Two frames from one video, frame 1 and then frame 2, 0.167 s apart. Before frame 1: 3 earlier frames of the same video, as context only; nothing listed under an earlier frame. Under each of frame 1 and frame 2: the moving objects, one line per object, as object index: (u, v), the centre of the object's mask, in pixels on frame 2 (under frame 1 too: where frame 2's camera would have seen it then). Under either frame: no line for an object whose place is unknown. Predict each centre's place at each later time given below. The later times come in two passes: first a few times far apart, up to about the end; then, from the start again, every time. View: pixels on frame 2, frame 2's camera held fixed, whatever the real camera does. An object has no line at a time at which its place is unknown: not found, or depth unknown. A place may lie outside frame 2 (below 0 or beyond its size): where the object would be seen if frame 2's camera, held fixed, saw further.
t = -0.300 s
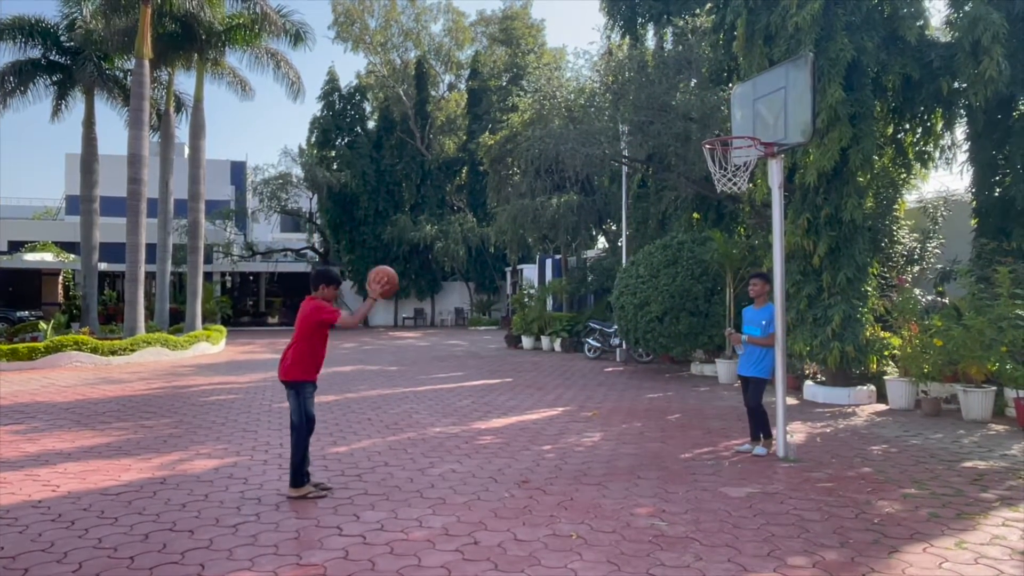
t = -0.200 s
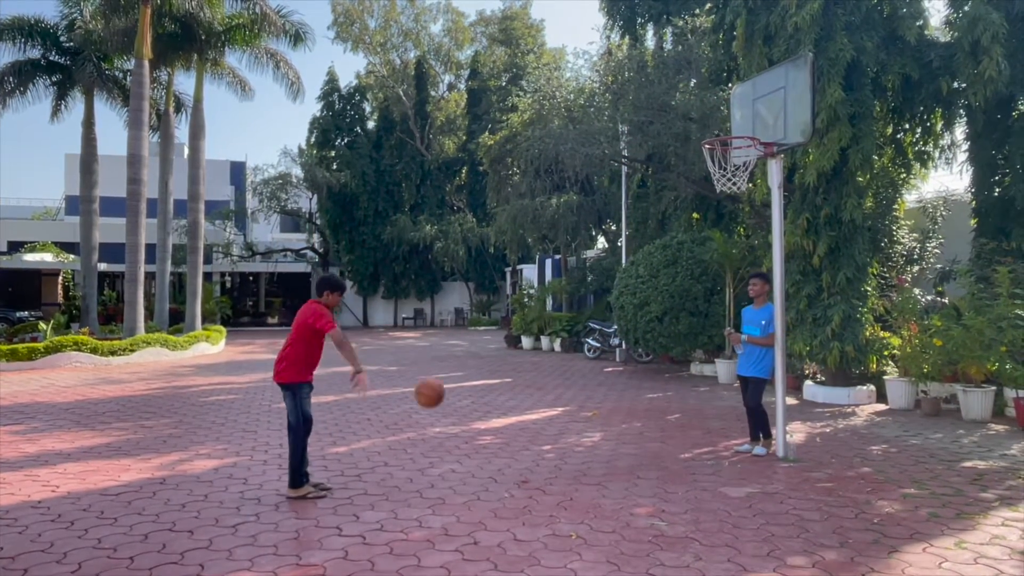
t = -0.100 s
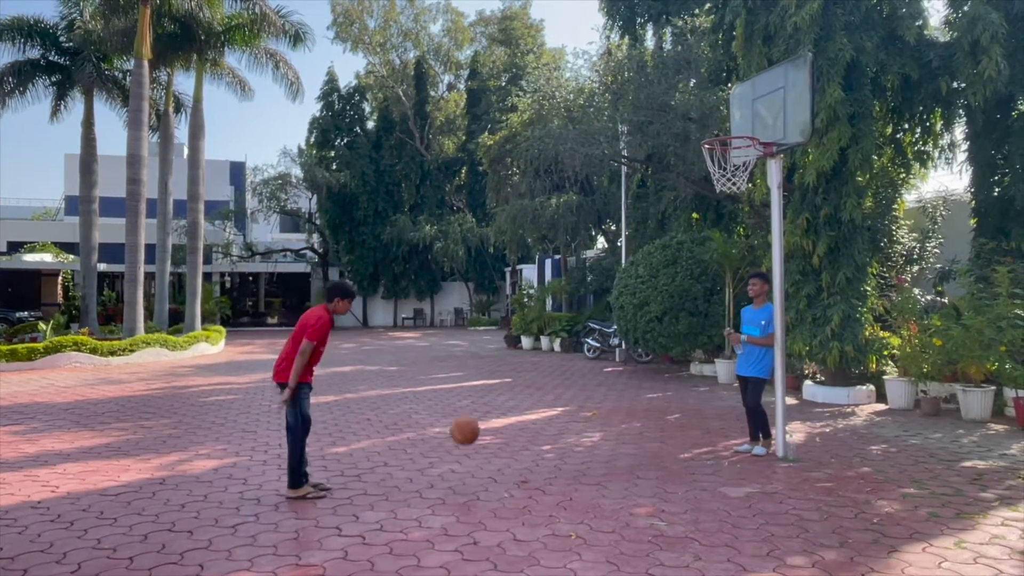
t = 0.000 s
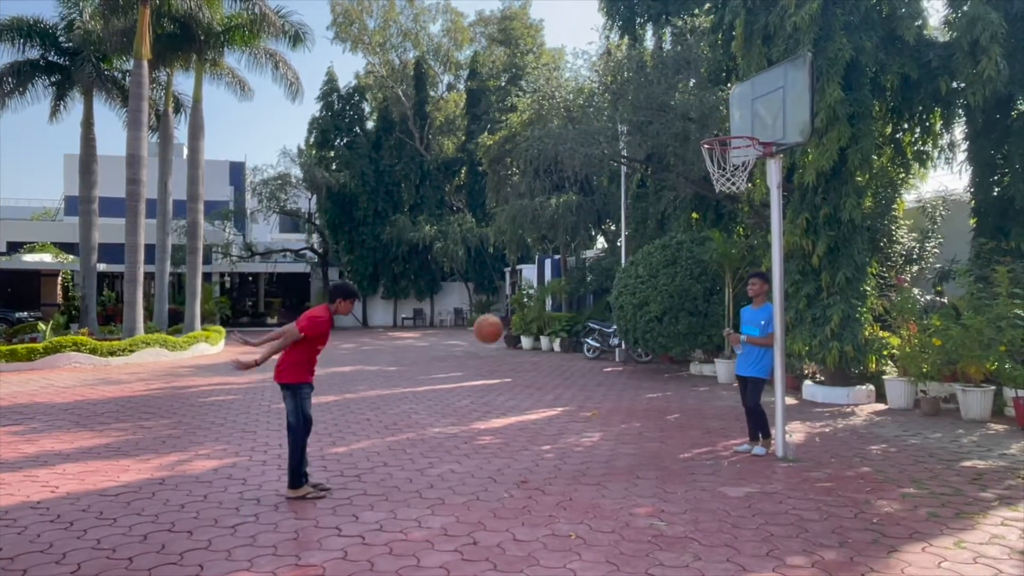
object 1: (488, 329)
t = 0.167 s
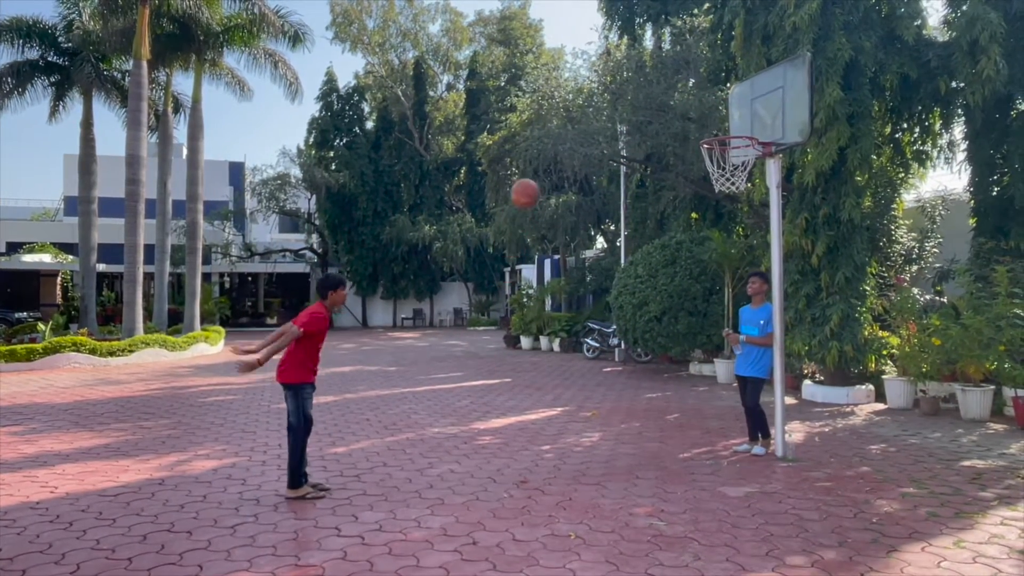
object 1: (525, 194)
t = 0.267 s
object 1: (547, 130)
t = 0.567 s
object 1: (609, 24)
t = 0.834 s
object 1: (661, 24)
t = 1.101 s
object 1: (711, 108)
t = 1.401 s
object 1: (699, 115)
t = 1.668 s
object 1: (632, 141)
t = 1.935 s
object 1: (568, 243)
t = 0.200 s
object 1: (532, 171)
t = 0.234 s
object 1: (540, 150)
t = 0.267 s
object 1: (547, 130)
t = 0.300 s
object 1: (554, 113)
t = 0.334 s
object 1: (561, 98)
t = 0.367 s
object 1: (568, 82)
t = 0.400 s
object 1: (575, 69)
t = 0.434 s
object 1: (582, 57)
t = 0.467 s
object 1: (589, 47)
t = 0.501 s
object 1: (595, 38)
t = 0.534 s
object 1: (602, 30)
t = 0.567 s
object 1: (609, 24)
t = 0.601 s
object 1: (616, 19)
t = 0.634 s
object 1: (622, 16)
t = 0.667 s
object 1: (629, 14)
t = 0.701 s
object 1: (635, 14)
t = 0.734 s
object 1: (642, 14)
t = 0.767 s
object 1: (648, 16)
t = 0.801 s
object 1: (654, 20)
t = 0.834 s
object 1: (661, 24)
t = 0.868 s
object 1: (667, 30)
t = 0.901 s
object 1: (674, 37)
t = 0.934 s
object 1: (680, 46)
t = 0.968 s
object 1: (687, 56)
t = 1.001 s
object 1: (693, 67)
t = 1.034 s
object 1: (699, 80)
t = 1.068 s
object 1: (704, 94)
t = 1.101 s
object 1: (711, 108)
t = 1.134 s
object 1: (716, 124)
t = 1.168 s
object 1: (725, 128)
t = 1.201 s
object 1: (735, 130)
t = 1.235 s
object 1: (743, 138)
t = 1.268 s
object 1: (735, 130)
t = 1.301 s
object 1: (725, 124)
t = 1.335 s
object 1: (716, 120)
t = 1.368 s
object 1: (708, 117)
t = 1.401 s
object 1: (699, 115)
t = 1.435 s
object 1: (690, 113)
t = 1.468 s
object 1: (682, 114)
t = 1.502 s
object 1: (673, 115)
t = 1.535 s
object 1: (665, 117)
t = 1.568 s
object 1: (656, 122)
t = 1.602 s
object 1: (647, 127)
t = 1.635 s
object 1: (640, 133)
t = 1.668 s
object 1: (632, 141)
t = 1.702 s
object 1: (623, 150)
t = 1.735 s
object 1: (615, 159)
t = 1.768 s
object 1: (607, 171)
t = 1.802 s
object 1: (599, 183)
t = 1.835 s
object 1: (591, 196)
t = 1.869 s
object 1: (583, 210)
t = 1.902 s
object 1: (576, 226)
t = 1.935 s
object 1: (568, 243)
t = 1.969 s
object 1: (560, 260)
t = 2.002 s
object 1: (553, 279)
